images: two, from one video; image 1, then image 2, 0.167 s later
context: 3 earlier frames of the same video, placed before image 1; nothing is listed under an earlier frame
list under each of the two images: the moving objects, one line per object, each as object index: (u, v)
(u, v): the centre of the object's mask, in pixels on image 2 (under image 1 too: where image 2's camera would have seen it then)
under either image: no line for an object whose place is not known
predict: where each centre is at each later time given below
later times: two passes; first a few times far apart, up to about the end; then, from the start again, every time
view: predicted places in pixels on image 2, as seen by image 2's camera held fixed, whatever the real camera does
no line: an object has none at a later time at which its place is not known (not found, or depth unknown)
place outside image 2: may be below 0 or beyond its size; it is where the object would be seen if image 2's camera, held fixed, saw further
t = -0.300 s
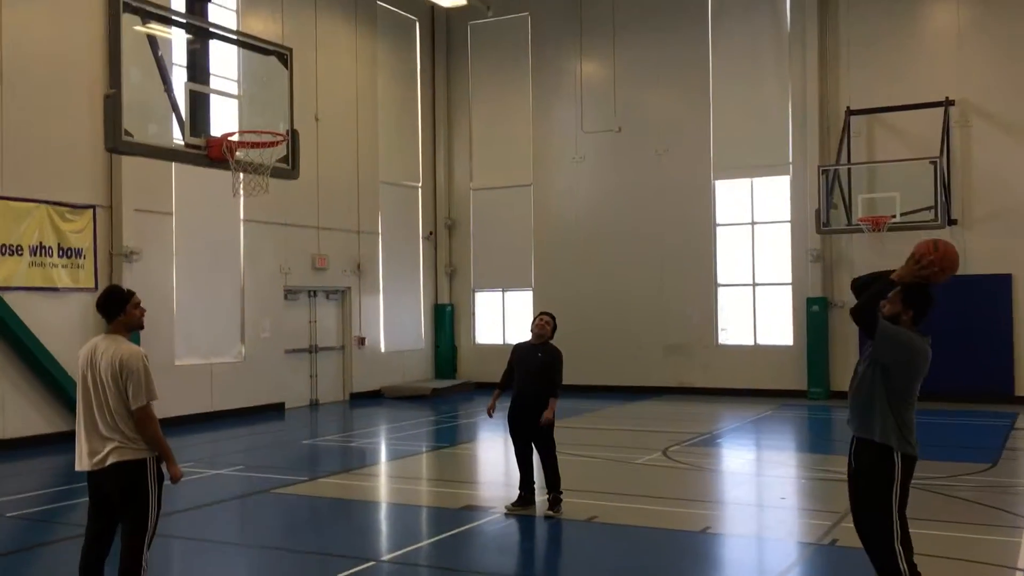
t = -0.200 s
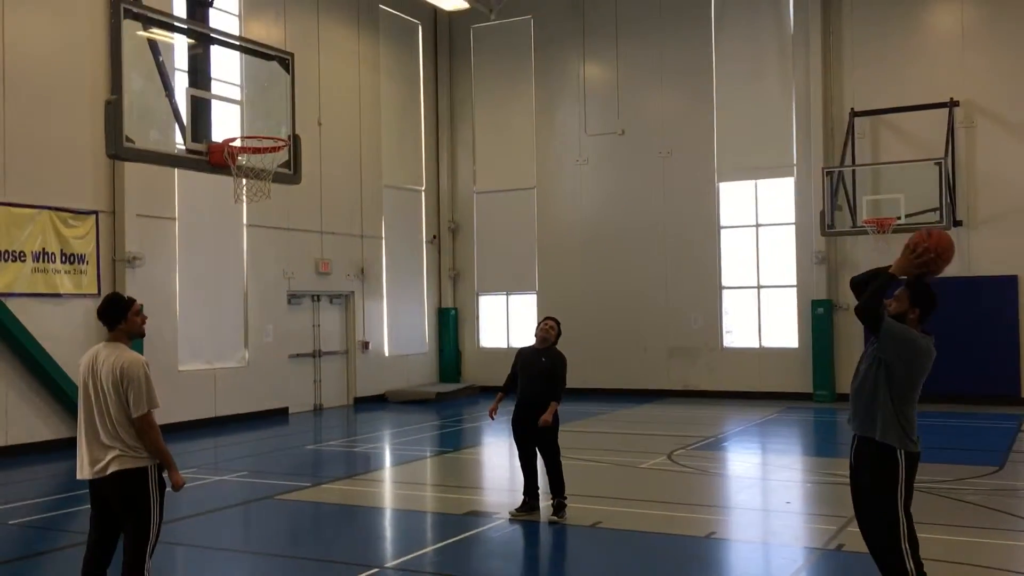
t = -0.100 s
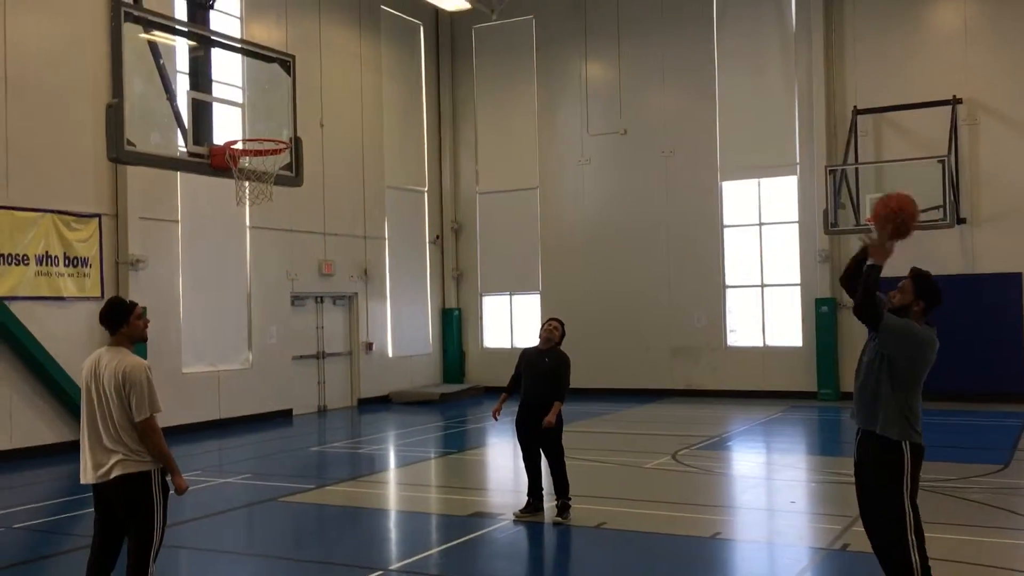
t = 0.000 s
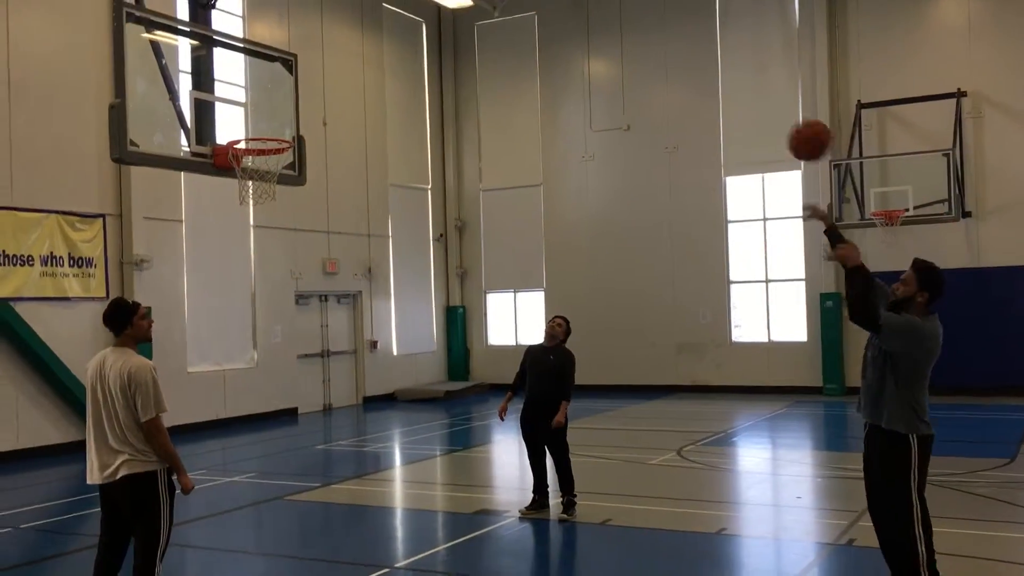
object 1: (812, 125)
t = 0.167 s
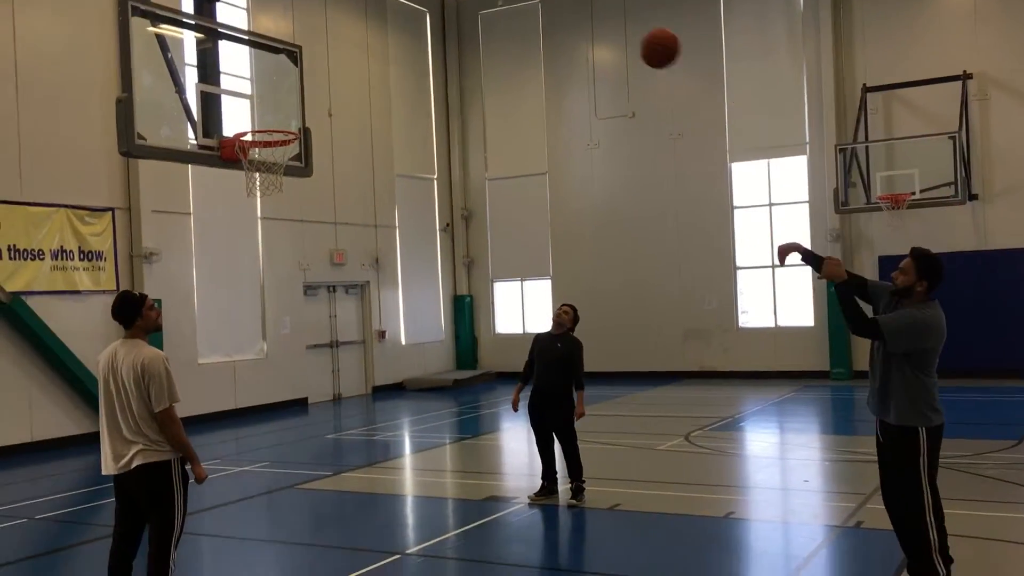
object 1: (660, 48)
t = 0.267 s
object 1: (580, 29)
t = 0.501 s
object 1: (422, 43)
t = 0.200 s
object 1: (632, 40)
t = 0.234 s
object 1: (606, 33)
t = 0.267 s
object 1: (580, 29)
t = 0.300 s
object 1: (555, 28)
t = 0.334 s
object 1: (531, 29)
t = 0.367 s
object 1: (508, 31)
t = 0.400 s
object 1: (486, 33)
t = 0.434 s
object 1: (464, 35)
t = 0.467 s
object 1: (443, 38)
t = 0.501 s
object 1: (422, 43)
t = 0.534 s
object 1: (403, 49)
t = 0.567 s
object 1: (384, 58)
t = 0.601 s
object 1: (365, 69)
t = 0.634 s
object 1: (347, 80)
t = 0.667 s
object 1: (329, 92)
